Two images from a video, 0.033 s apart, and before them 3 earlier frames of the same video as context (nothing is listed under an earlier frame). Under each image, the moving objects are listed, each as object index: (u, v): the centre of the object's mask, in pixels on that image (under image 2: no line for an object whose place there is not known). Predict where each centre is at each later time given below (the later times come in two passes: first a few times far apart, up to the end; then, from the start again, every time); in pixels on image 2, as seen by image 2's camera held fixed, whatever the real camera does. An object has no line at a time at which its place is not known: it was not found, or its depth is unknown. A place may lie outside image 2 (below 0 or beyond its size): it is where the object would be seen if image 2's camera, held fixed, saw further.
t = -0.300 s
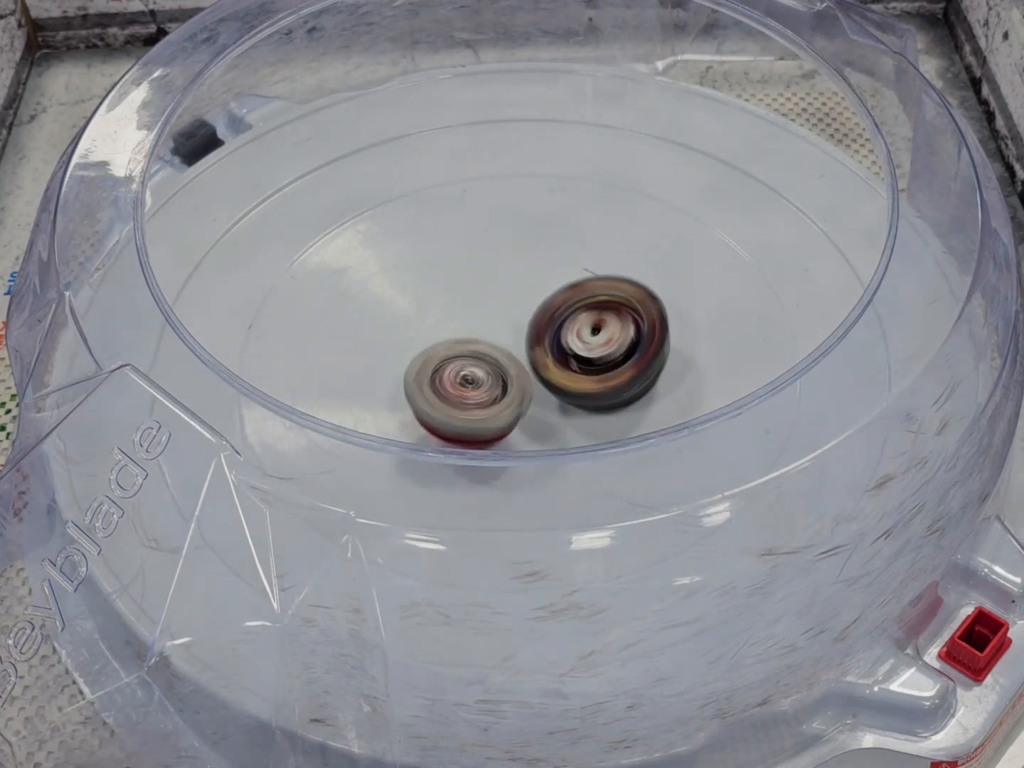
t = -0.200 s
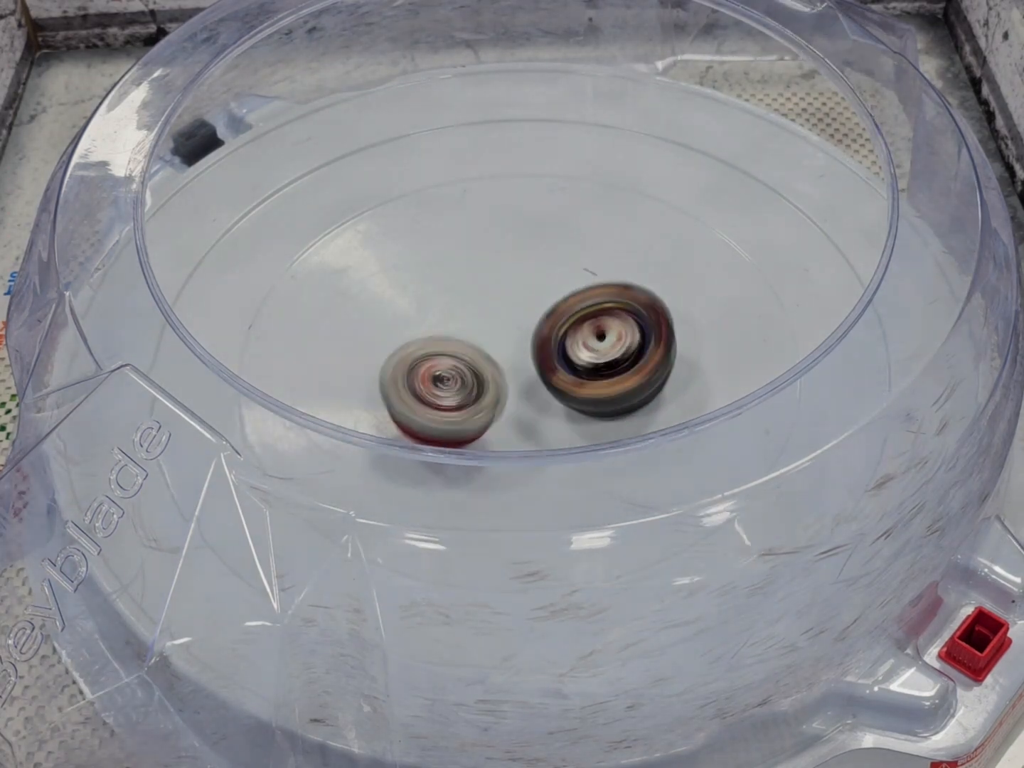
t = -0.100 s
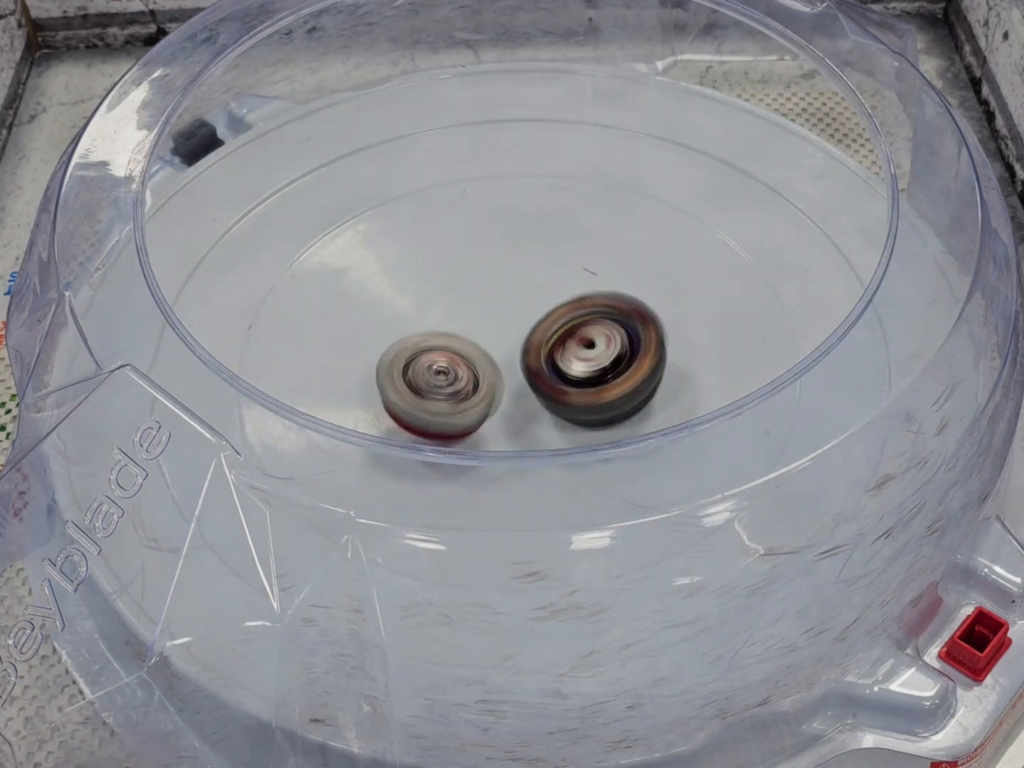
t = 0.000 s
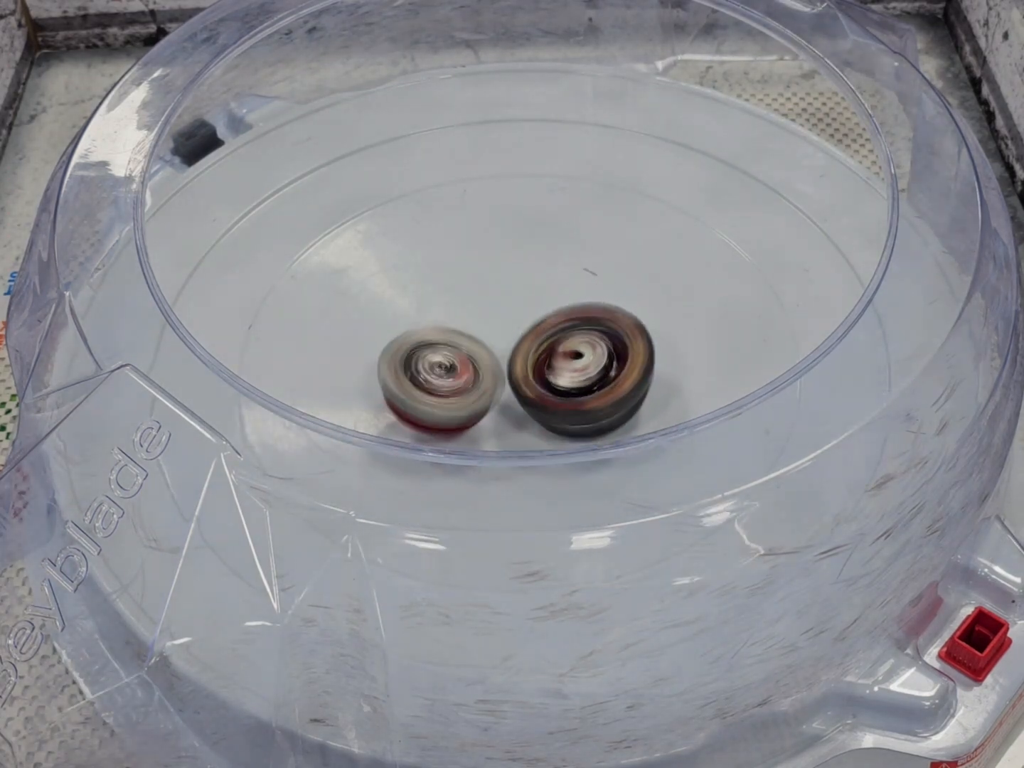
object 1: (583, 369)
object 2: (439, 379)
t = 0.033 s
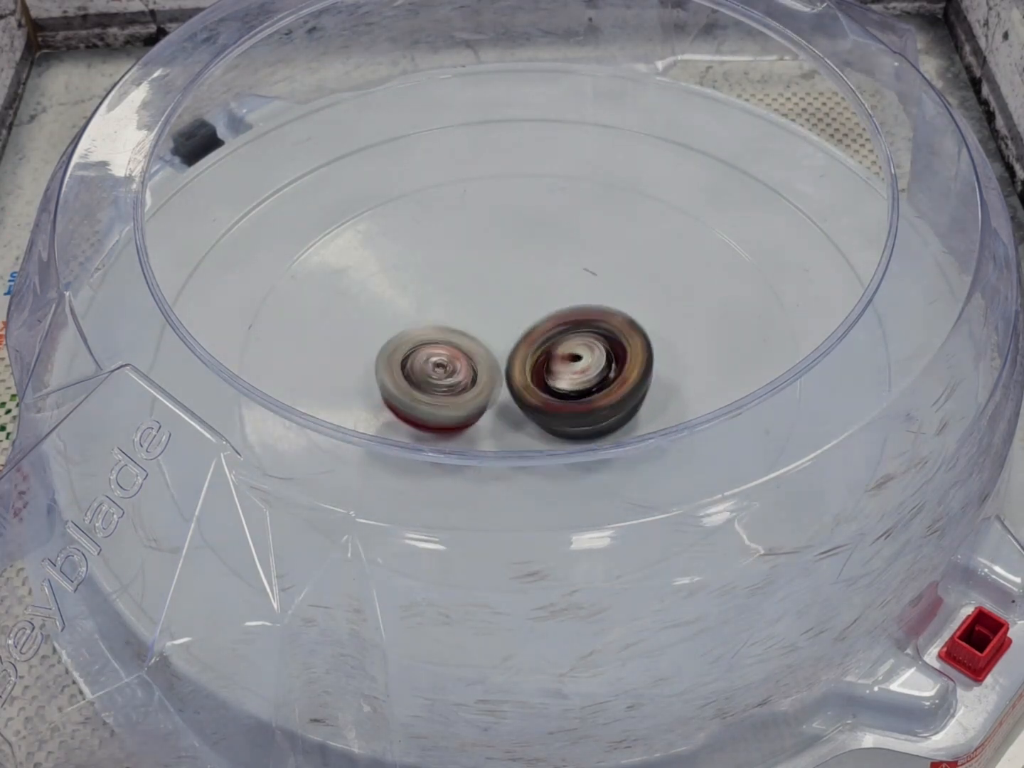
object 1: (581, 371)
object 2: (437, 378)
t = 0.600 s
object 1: (570, 383)
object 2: (423, 335)
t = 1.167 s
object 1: (557, 381)
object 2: (443, 300)
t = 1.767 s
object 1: (537, 397)
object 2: (473, 287)
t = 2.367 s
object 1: (494, 400)
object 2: (514, 297)
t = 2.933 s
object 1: (467, 385)
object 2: (549, 291)
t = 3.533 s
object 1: (449, 377)
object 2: (577, 301)
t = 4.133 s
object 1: (449, 367)
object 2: (590, 315)
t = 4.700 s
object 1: (452, 345)
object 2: (624, 329)
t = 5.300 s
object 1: (457, 344)
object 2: (599, 347)
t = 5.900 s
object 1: (465, 324)
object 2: (588, 369)
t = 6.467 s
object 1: (489, 307)
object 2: (576, 386)
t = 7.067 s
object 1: (503, 303)
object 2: (548, 401)
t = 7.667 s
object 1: (524, 301)
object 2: (520, 405)
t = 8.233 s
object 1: (532, 295)
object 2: (500, 412)
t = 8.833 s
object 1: (548, 312)
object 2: (483, 406)
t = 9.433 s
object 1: (560, 319)
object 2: (461, 398)
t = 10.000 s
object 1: (573, 312)
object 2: (471, 389)
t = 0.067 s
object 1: (580, 373)
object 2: (435, 377)
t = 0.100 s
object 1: (578, 375)
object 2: (434, 376)
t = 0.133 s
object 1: (578, 377)
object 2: (431, 374)
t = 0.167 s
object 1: (576, 379)
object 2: (432, 372)
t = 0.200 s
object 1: (578, 379)
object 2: (427, 370)
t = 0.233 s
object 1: (577, 380)
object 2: (426, 369)
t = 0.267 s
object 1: (574, 381)
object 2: (429, 368)
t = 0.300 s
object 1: (572, 382)
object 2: (429, 366)
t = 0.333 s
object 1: (573, 383)
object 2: (428, 364)
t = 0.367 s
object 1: (570, 384)
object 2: (430, 362)
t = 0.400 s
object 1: (570, 384)
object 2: (427, 359)
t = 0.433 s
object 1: (569, 385)
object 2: (425, 356)
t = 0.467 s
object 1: (566, 385)
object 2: (428, 353)
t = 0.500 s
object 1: (570, 386)
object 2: (422, 347)
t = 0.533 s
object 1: (573, 385)
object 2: (418, 341)
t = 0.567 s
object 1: (573, 384)
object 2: (419, 337)
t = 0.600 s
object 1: (570, 383)
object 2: (423, 335)
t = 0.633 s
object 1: (564, 383)
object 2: (430, 333)
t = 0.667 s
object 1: (561, 382)
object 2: (433, 332)
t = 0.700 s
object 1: (567, 382)
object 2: (427, 327)
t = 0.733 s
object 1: (569, 380)
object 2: (426, 324)
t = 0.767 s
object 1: (567, 378)
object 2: (429, 323)
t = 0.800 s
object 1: (564, 376)
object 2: (434, 323)
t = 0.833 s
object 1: (561, 375)
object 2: (435, 321)
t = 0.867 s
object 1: (561, 375)
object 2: (435, 317)
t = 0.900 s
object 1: (559, 374)
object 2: (438, 316)
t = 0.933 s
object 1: (559, 374)
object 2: (436, 313)
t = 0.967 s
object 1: (557, 374)
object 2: (438, 311)
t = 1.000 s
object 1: (554, 375)
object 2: (441, 310)
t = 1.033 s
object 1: (553, 376)
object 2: (440, 308)
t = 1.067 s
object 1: (554, 378)
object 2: (440, 306)
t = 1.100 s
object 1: (557, 381)
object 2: (438, 301)
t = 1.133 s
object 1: (558, 381)
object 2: (439, 300)
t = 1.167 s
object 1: (557, 381)
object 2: (443, 300)
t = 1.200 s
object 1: (554, 381)
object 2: (448, 302)
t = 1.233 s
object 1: (551, 381)
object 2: (452, 303)
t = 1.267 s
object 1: (550, 383)
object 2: (451, 301)
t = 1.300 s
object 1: (550, 385)
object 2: (454, 302)
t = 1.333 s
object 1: (549, 387)
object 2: (453, 299)
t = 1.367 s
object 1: (550, 388)
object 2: (454, 298)
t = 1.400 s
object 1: (549, 388)
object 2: (456, 298)
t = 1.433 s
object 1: (546, 388)
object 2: (459, 299)
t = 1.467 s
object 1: (542, 388)
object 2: (460, 298)
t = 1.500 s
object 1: (540, 389)
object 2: (460, 296)
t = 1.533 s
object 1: (539, 390)
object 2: (462, 297)
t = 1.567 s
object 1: (536, 390)
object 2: (463, 297)
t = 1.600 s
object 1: (535, 391)
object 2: (465, 296)
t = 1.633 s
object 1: (533, 391)
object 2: (468, 297)
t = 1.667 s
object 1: (535, 395)
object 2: (466, 288)
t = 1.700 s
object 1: (537, 398)
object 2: (467, 285)
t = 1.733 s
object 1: (538, 398)
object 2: (469, 285)
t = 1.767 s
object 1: (537, 397)
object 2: (473, 287)
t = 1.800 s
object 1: (534, 397)
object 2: (478, 291)
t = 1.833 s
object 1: (531, 397)
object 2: (483, 295)
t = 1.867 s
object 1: (528, 397)
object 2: (486, 296)
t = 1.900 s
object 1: (526, 398)
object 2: (488, 295)
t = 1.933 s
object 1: (523, 398)
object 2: (491, 296)
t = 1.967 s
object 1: (520, 399)
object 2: (493, 296)
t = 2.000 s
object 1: (519, 400)
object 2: (494, 295)
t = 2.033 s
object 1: (518, 400)
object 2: (496, 295)
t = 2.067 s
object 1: (516, 399)
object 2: (499, 297)
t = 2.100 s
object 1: (513, 400)
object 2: (500, 293)
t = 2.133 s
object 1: (511, 401)
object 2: (501, 293)
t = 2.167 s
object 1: (509, 400)
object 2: (503, 294)
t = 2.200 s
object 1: (505, 400)
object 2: (505, 296)
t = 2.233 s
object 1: (502, 401)
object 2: (507, 293)
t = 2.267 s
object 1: (501, 402)
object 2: (508, 292)
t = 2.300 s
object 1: (500, 401)
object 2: (510, 293)
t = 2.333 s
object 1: (496, 401)
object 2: (512, 295)
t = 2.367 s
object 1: (494, 400)
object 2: (514, 297)
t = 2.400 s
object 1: (491, 403)
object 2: (517, 289)
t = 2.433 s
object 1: (489, 403)
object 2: (519, 285)
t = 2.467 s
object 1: (488, 404)
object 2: (522, 286)
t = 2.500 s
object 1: (489, 403)
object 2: (523, 288)
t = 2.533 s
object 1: (488, 401)
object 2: (524, 291)
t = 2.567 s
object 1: (486, 399)
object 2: (525, 296)
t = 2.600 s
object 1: (484, 398)
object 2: (527, 297)
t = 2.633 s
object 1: (480, 397)
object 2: (531, 295)
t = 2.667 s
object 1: (478, 395)
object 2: (533, 296)
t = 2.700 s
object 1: (476, 394)
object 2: (535, 296)
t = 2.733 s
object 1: (474, 394)
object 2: (539, 292)
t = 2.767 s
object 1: (472, 392)
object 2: (541, 291)
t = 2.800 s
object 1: (473, 391)
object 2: (542, 293)
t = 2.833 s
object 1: (473, 388)
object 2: (543, 294)
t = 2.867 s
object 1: (468, 388)
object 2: (547, 290)
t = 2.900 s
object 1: (468, 387)
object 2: (549, 289)
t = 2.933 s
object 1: (467, 385)
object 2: (549, 291)
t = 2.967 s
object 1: (467, 382)
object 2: (549, 293)
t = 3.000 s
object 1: (464, 381)
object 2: (552, 291)
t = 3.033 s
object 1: (463, 379)
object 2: (552, 292)
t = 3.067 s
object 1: (462, 378)
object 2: (554, 292)
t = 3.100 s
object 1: (462, 376)
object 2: (554, 292)
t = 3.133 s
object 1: (460, 374)
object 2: (555, 294)
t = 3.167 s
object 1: (459, 375)
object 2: (558, 293)
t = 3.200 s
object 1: (458, 373)
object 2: (558, 294)
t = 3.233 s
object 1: (451, 376)
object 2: (565, 288)
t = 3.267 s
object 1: (445, 380)
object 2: (572, 282)
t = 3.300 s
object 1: (443, 381)
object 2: (576, 281)
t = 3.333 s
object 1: (443, 383)
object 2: (576, 283)
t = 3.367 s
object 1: (446, 382)
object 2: (574, 287)
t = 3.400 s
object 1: (450, 380)
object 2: (570, 294)
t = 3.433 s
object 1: (455, 377)
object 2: (565, 301)
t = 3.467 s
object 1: (451, 376)
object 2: (568, 302)
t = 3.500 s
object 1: (448, 378)
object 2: (575, 300)
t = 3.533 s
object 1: (449, 377)
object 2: (577, 301)
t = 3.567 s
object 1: (453, 377)
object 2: (576, 304)
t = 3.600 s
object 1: (458, 374)
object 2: (573, 308)
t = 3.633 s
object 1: (458, 374)
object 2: (573, 309)
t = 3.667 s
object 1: (458, 372)
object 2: (574, 309)
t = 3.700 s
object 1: (455, 373)
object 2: (577, 307)
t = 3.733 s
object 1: (456, 372)
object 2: (575, 308)
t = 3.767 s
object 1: (453, 372)
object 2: (577, 308)
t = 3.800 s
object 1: (441, 375)
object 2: (591, 300)
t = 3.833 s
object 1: (434, 377)
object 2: (598, 296)
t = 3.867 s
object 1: (432, 380)
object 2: (600, 295)
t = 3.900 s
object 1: (433, 380)
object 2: (599, 298)
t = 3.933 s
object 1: (437, 379)
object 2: (597, 301)
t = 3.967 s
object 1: (442, 376)
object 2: (593, 305)
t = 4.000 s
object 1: (447, 373)
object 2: (588, 310)
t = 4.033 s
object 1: (453, 369)
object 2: (583, 315)
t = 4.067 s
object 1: (451, 368)
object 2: (586, 315)
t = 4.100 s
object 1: (448, 366)
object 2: (590, 315)
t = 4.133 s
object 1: (449, 367)
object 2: (590, 315)
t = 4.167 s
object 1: (453, 364)
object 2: (587, 317)
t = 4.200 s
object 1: (456, 362)
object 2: (586, 320)
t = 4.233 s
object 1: (451, 360)
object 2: (593, 318)
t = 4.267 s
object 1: (452, 360)
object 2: (594, 318)
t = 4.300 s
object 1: (454, 357)
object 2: (592, 321)
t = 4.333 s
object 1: (457, 355)
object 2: (591, 323)
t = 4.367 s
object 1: (456, 352)
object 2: (594, 323)
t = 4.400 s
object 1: (453, 351)
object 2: (599, 322)
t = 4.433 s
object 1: (452, 349)
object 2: (600, 324)
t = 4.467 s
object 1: (454, 349)
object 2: (598, 325)
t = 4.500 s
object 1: (458, 348)
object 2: (595, 328)
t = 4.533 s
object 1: (457, 347)
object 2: (601, 328)
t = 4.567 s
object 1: (456, 346)
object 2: (604, 328)
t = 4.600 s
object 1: (459, 346)
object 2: (604, 329)
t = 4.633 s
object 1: (463, 346)
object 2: (602, 331)
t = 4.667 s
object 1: (457, 344)
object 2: (613, 330)
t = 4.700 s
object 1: (452, 345)
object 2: (624, 329)
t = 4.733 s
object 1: (450, 345)
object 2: (625, 330)
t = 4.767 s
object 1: (453, 346)
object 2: (623, 331)
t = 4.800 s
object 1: (457, 346)
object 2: (618, 332)
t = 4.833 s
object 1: (463, 346)
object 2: (610, 335)
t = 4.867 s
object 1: (467, 345)
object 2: (605, 336)
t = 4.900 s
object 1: (462, 343)
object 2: (610, 337)
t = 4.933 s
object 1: (459, 343)
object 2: (610, 337)
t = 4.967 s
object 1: (458, 342)
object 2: (606, 337)
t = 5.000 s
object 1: (462, 343)
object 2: (600, 339)
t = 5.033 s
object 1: (449, 340)
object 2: (615, 338)
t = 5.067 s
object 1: (436, 338)
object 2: (633, 338)
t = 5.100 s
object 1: (428, 338)
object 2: (640, 339)
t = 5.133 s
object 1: (426, 340)
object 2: (642, 339)
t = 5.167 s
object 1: (428, 341)
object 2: (637, 341)
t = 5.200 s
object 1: (432, 343)
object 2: (632, 341)
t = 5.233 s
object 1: (439, 343)
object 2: (623, 343)
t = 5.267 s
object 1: (448, 343)
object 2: (611, 344)
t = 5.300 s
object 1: (457, 344)
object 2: (599, 347)
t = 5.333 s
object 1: (451, 340)
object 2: (606, 347)
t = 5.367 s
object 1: (445, 337)
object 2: (615, 349)
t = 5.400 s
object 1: (445, 337)
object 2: (616, 349)
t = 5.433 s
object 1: (446, 337)
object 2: (611, 351)
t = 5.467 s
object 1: (451, 336)
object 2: (604, 352)
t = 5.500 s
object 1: (457, 336)
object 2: (595, 354)
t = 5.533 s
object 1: (456, 334)
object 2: (594, 355)
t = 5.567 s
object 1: (454, 331)
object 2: (595, 355)
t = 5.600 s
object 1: (456, 330)
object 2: (590, 356)
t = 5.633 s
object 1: (455, 329)
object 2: (591, 358)
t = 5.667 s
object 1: (453, 328)
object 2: (593, 359)
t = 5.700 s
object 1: (454, 328)
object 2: (591, 361)
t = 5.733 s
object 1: (457, 328)
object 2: (587, 361)
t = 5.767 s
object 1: (458, 327)
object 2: (590, 364)
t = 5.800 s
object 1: (457, 325)
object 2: (593, 365)
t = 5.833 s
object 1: (459, 325)
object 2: (592, 367)
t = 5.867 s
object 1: (462, 324)
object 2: (589, 367)
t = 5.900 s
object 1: (465, 324)
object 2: (588, 369)
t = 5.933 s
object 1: (467, 323)
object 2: (589, 370)
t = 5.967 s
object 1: (469, 320)
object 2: (589, 370)
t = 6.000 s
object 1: (469, 320)
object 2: (591, 370)
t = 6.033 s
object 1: (470, 320)
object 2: (590, 371)
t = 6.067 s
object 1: (471, 320)
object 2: (588, 372)
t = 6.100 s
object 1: (473, 320)
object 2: (588, 373)
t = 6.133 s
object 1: (473, 317)
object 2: (592, 376)
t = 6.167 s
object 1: (473, 317)
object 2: (592, 377)
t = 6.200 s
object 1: (477, 316)
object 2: (588, 377)
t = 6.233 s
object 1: (479, 315)
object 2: (585, 377)
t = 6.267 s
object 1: (481, 313)
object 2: (583, 380)
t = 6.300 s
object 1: (482, 310)
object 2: (581, 382)
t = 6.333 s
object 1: (483, 310)
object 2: (580, 383)
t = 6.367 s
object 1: (484, 309)
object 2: (578, 383)
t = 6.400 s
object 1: (486, 308)
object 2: (577, 385)
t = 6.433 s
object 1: (488, 307)
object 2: (578, 387)
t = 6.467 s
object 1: (489, 307)
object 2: (576, 386)
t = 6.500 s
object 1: (488, 306)
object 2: (574, 387)
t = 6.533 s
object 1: (487, 306)
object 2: (573, 387)
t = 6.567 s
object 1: (489, 307)
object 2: (572, 388)
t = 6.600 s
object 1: (485, 302)
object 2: (580, 398)
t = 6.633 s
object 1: (485, 303)
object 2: (581, 398)
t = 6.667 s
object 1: (484, 303)
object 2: (579, 399)
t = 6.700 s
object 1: (486, 306)
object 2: (573, 397)
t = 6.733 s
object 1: (486, 306)
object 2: (570, 396)
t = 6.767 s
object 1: (490, 308)
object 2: (564, 395)
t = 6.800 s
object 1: (491, 305)
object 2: (563, 399)
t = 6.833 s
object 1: (493, 304)
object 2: (564, 398)
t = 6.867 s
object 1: (494, 305)
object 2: (562, 398)
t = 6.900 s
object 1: (497, 304)
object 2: (558, 398)
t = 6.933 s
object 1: (497, 303)
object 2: (559, 400)
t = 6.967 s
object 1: (499, 301)
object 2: (558, 403)
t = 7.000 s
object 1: (500, 302)
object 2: (555, 403)
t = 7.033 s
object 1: (502, 302)
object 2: (550, 401)
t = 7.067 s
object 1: (503, 303)
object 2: (548, 401)
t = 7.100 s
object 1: (508, 299)
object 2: (544, 404)
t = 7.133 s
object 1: (510, 298)
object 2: (545, 404)
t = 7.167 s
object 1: (509, 298)
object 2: (543, 404)
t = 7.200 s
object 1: (511, 300)
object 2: (537, 402)
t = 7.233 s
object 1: (513, 300)
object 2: (536, 402)
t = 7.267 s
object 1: (515, 299)
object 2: (534, 402)
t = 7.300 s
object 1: (517, 300)
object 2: (534, 402)
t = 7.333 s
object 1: (518, 298)
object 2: (534, 406)
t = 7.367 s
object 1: (519, 298)
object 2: (534, 408)
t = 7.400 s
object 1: (517, 298)
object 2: (533, 408)
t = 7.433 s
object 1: (518, 299)
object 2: (531, 407)
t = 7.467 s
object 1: (519, 301)
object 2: (530, 406)
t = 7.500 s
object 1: (521, 300)
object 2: (525, 406)
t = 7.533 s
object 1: (523, 300)
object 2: (525, 408)
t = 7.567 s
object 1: (522, 300)
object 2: (524, 408)
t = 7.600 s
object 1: (521, 302)
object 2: (522, 406)
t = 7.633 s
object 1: (523, 303)
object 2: (520, 405)
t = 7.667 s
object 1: (524, 301)
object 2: (520, 405)
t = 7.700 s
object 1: (526, 300)
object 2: (520, 406)
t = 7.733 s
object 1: (525, 301)
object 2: (519, 405)
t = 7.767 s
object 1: (526, 301)
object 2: (518, 404)
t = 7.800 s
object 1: (527, 301)
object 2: (516, 403)
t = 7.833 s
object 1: (526, 300)
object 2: (516, 404)
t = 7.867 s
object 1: (527, 300)
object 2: (517, 404)
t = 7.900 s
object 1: (526, 300)
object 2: (517, 403)
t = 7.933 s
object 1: (527, 298)
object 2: (516, 406)
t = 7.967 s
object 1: (527, 297)
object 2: (515, 407)
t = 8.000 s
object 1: (527, 298)
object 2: (515, 407)
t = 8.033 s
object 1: (526, 299)
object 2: (513, 405)
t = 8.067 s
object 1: (527, 301)
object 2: (511, 403)
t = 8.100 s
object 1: (530, 299)
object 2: (507, 406)
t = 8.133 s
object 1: (532, 295)
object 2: (505, 411)
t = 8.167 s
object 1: (533, 293)
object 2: (504, 413)
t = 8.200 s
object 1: (533, 293)
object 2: (503, 412)
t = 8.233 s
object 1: (532, 295)
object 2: (500, 412)
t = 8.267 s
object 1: (532, 298)
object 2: (498, 409)
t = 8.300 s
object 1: (532, 300)
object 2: (496, 407)
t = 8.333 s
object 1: (533, 303)
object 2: (494, 404)
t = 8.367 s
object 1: (536, 304)
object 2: (491, 403)
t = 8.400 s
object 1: (538, 305)
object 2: (486, 404)
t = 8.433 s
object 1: (538, 307)
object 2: (485, 403)
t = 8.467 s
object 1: (538, 309)
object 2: (484, 402)
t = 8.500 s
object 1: (540, 310)
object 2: (482, 400)
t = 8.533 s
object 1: (542, 311)
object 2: (480, 401)
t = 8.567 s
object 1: (541, 313)
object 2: (477, 402)
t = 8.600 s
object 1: (542, 312)
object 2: (478, 402)
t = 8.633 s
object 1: (542, 313)
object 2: (481, 402)
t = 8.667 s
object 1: (544, 313)
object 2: (481, 403)
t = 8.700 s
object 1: (544, 313)
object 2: (481, 403)
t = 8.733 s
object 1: (545, 313)
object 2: (481, 403)
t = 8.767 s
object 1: (547, 312)
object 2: (480, 407)
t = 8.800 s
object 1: (549, 312)
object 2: (481, 407)
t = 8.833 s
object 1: (548, 312)
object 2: (483, 406)
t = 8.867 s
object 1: (549, 312)
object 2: (484, 405)
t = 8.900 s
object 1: (553, 310)
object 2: (479, 404)
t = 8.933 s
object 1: (555, 310)
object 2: (476, 404)
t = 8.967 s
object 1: (555, 311)
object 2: (478, 401)
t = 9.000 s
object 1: (559, 309)
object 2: (473, 401)
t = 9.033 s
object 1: (562, 306)
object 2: (470, 402)
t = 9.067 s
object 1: (563, 306)
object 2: (472, 401)
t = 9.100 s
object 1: (563, 307)
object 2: (472, 398)
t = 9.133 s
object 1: (564, 309)
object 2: (474, 394)
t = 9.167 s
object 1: (565, 311)
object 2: (475, 390)
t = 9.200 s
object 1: (567, 312)
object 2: (473, 390)
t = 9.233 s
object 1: (566, 315)
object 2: (471, 390)
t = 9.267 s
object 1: (565, 317)
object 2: (470, 390)
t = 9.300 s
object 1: (562, 319)
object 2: (469, 392)
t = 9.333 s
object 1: (563, 319)
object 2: (467, 395)
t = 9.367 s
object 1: (562, 320)
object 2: (465, 396)
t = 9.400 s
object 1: (559, 321)
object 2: (468, 396)
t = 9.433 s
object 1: (560, 319)
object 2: (461, 398)
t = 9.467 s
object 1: (560, 319)
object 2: (453, 397)
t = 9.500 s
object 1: (557, 319)
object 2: (452, 397)
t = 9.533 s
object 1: (553, 320)
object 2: (453, 395)
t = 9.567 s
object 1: (551, 320)
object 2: (456, 395)
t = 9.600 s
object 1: (552, 323)
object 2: (457, 396)
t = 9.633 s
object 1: (554, 322)
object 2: (458, 397)
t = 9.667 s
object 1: (554, 321)
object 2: (463, 397)
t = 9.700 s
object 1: (559, 319)
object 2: (462, 397)
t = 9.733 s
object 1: (561, 316)
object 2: (462, 397)
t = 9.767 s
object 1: (563, 314)
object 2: (464, 396)
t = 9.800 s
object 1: (563, 315)
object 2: (468, 392)
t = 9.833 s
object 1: (571, 311)
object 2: (462, 393)
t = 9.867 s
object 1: (573, 310)
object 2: (461, 392)
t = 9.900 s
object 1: (573, 309)
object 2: (462, 391)
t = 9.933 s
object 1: (571, 309)
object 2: (464, 390)
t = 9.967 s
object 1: (570, 312)
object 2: (470, 389)
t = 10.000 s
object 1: (573, 312)
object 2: (471, 389)
